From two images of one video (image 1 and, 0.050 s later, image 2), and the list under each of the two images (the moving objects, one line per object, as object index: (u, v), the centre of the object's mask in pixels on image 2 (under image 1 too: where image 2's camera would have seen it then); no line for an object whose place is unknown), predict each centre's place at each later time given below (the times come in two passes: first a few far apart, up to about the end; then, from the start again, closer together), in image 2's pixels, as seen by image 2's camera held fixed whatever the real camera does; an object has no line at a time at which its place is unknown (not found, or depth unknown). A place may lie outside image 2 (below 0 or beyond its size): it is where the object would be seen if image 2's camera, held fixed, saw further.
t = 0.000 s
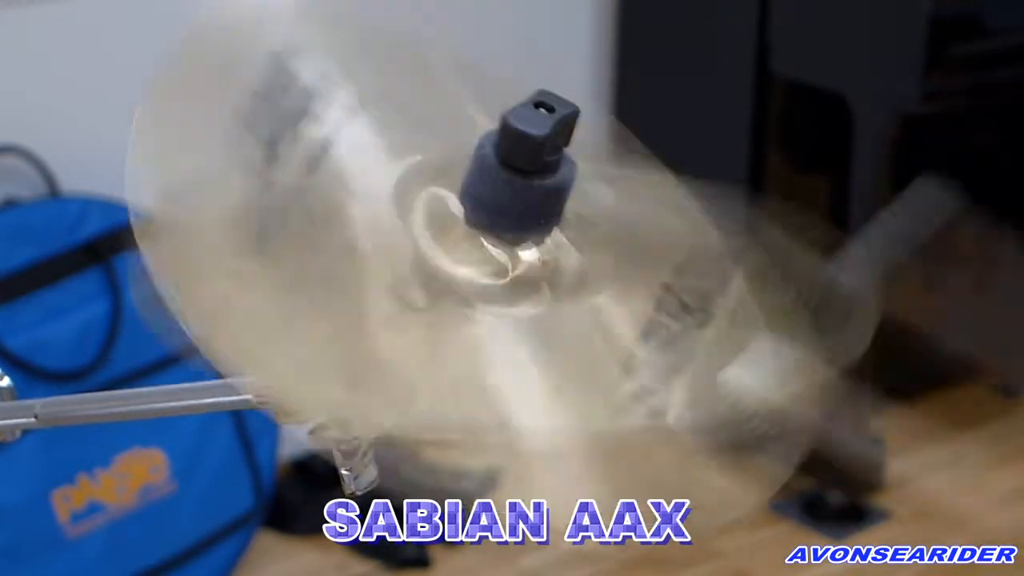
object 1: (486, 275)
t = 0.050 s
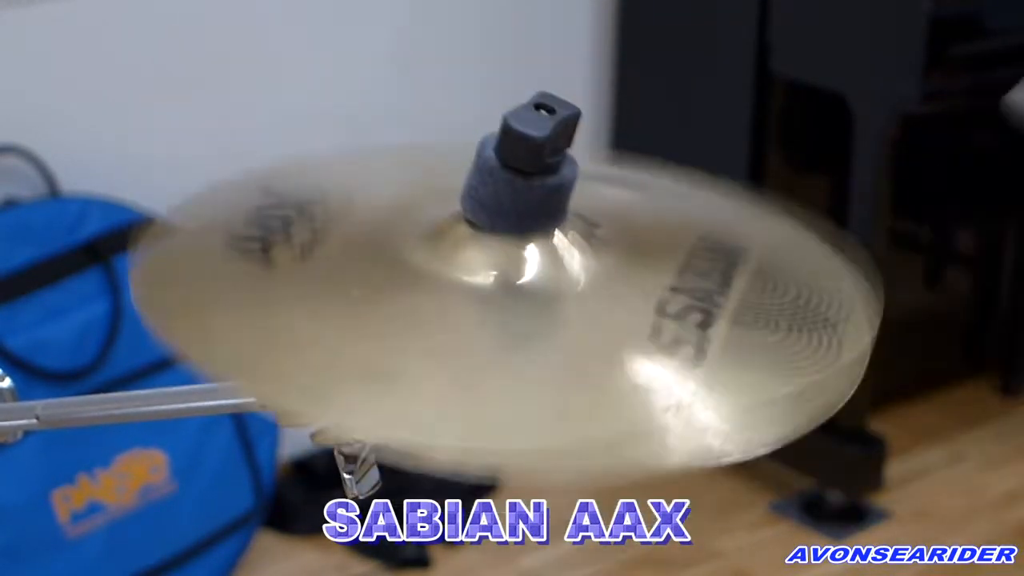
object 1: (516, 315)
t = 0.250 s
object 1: (499, 310)
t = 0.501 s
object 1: (479, 294)
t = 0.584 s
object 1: (480, 310)
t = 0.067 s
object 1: (493, 304)
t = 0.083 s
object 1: (475, 306)
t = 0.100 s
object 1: (465, 286)
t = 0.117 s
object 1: (457, 281)
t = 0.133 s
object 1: (461, 280)
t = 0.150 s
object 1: (451, 276)
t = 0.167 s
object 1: (461, 274)
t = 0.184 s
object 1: (473, 297)
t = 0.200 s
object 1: (489, 303)
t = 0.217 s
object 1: (499, 309)
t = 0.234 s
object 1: (500, 310)
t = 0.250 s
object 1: (499, 310)
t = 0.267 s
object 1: (468, 263)
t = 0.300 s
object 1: (461, 264)
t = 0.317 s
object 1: (460, 266)
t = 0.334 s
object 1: (474, 272)
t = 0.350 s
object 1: (533, 292)
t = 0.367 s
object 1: (519, 321)
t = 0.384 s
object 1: (501, 319)
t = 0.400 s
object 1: (476, 271)
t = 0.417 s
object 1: (459, 270)
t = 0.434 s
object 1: (458, 271)
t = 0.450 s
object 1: (454, 268)
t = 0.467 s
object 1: (463, 263)
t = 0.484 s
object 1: (467, 294)
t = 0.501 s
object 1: (479, 294)
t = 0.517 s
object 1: (493, 299)
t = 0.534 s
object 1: (500, 310)
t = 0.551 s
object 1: (500, 312)
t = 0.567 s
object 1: (488, 310)
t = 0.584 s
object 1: (480, 310)
